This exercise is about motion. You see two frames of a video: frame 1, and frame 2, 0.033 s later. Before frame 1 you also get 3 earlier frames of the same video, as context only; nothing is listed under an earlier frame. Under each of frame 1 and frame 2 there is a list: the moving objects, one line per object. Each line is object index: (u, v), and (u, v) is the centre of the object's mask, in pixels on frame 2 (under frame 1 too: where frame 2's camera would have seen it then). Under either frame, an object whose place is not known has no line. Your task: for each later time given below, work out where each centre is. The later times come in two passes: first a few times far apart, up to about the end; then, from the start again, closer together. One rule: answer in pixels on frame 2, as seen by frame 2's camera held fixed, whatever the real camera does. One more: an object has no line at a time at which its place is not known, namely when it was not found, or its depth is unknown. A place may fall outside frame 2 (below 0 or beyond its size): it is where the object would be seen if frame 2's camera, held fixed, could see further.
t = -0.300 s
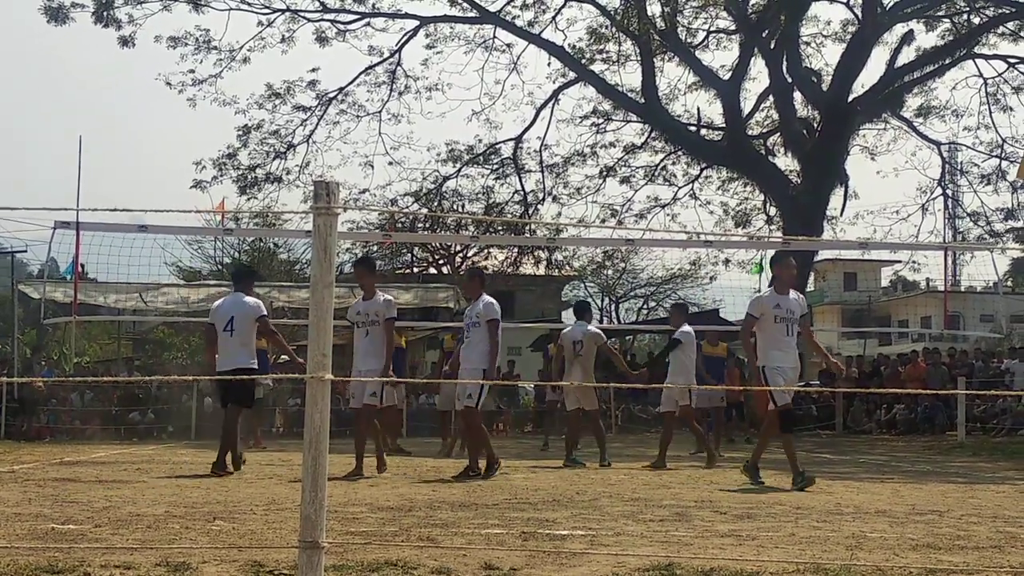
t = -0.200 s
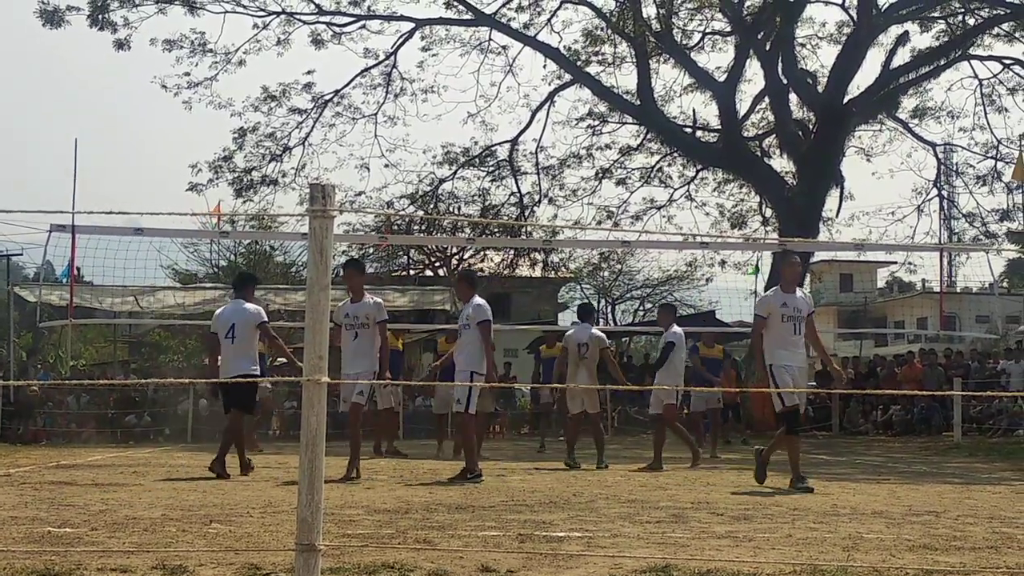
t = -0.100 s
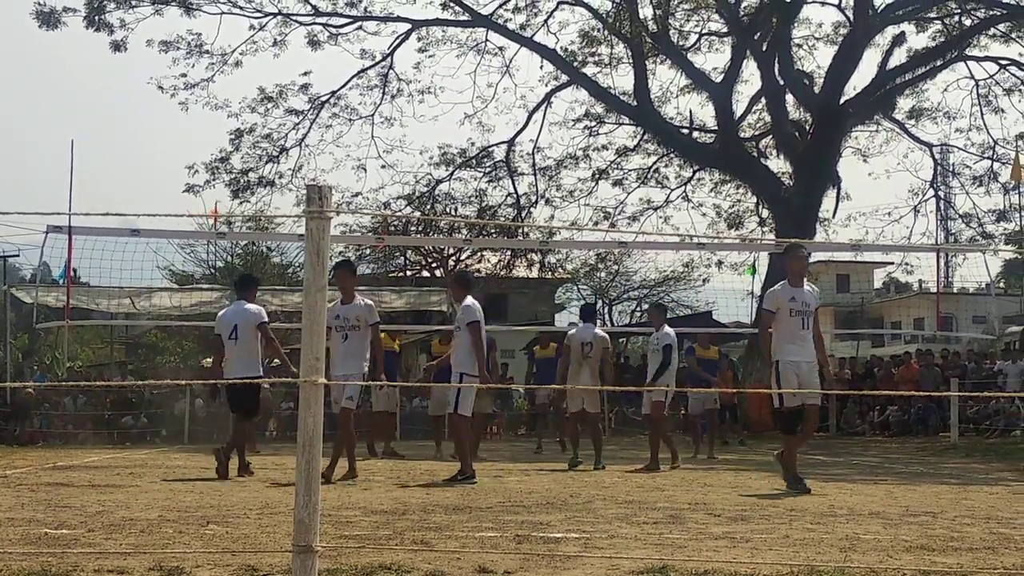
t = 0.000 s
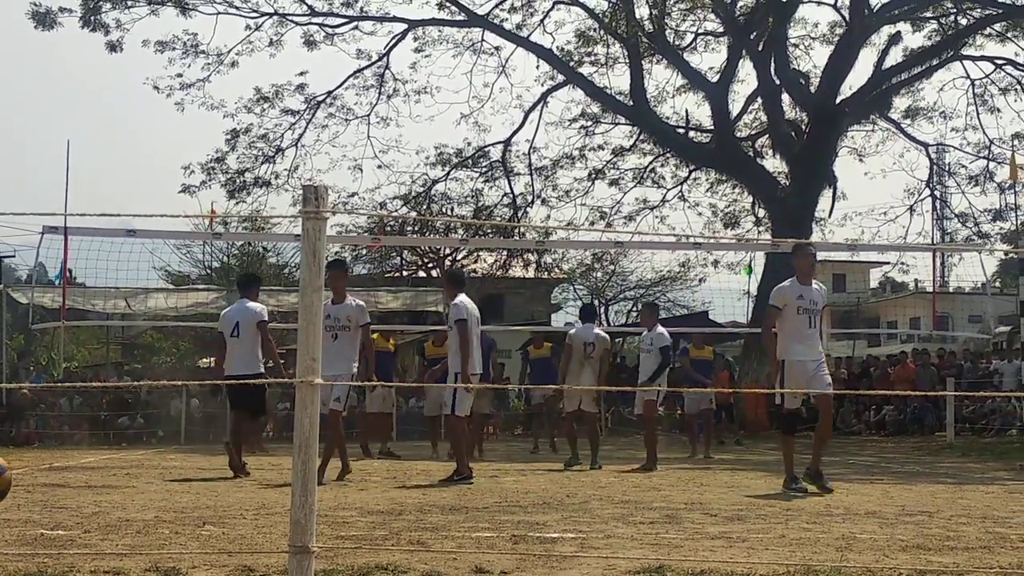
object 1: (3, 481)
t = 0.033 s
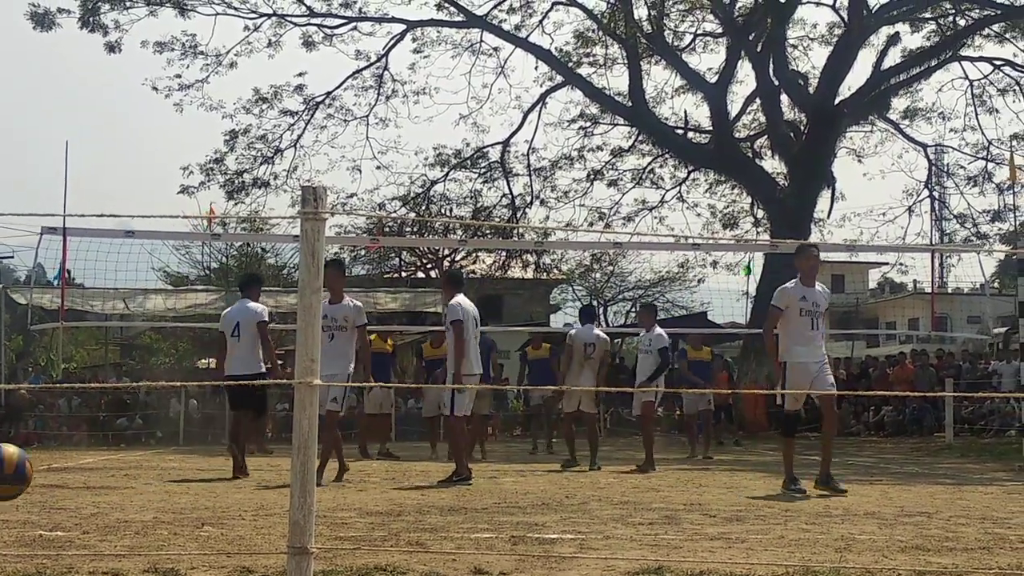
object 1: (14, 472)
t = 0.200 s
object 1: (109, 473)
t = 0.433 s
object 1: (250, 501)
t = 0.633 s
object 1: (358, 463)
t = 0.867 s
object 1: (479, 529)
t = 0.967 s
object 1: (533, 493)
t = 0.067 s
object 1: (25, 466)
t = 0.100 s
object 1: (45, 464)
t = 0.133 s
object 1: (67, 464)
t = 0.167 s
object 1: (88, 467)
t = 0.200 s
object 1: (109, 473)
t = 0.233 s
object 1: (130, 482)
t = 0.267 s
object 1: (151, 493)
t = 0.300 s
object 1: (172, 508)
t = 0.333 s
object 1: (192, 525)
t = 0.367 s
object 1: (213, 536)
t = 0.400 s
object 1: (231, 517)
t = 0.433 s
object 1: (250, 501)
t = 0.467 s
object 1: (266, 487)
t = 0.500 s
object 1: (276, 476)
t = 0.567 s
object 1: (332, 464)
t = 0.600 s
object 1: (342, 462)
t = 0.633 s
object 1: (358, 463)
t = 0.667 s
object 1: (376, 467)
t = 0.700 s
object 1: (394, 473)
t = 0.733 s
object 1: (410, 483)
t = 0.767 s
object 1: (428, 496)
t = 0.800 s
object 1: (444, 511)
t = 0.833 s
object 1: (461, 529)
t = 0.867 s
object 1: (479, 529)
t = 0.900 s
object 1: (496, 514)
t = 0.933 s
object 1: (514, 502)
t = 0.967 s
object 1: (533, 493)
